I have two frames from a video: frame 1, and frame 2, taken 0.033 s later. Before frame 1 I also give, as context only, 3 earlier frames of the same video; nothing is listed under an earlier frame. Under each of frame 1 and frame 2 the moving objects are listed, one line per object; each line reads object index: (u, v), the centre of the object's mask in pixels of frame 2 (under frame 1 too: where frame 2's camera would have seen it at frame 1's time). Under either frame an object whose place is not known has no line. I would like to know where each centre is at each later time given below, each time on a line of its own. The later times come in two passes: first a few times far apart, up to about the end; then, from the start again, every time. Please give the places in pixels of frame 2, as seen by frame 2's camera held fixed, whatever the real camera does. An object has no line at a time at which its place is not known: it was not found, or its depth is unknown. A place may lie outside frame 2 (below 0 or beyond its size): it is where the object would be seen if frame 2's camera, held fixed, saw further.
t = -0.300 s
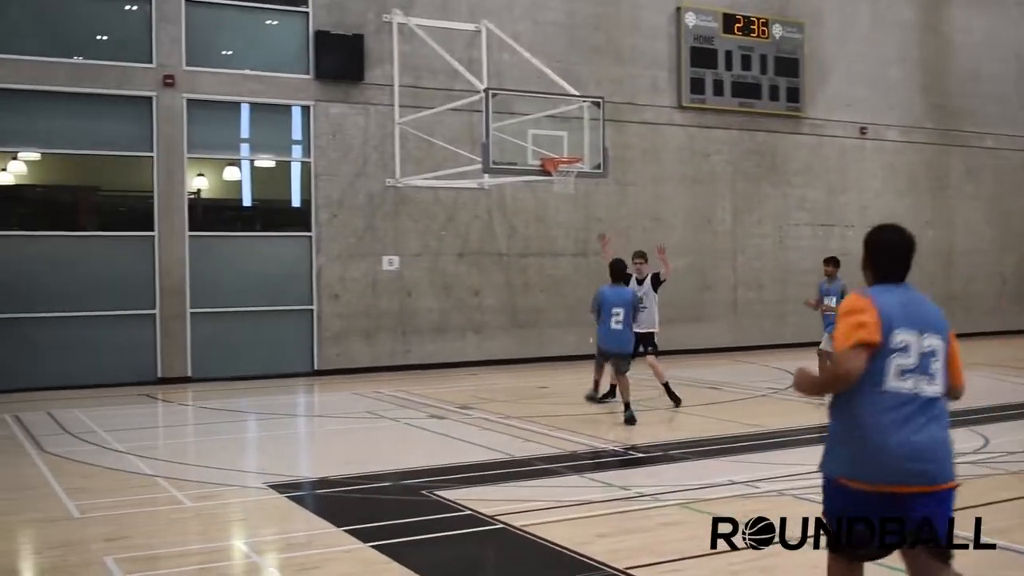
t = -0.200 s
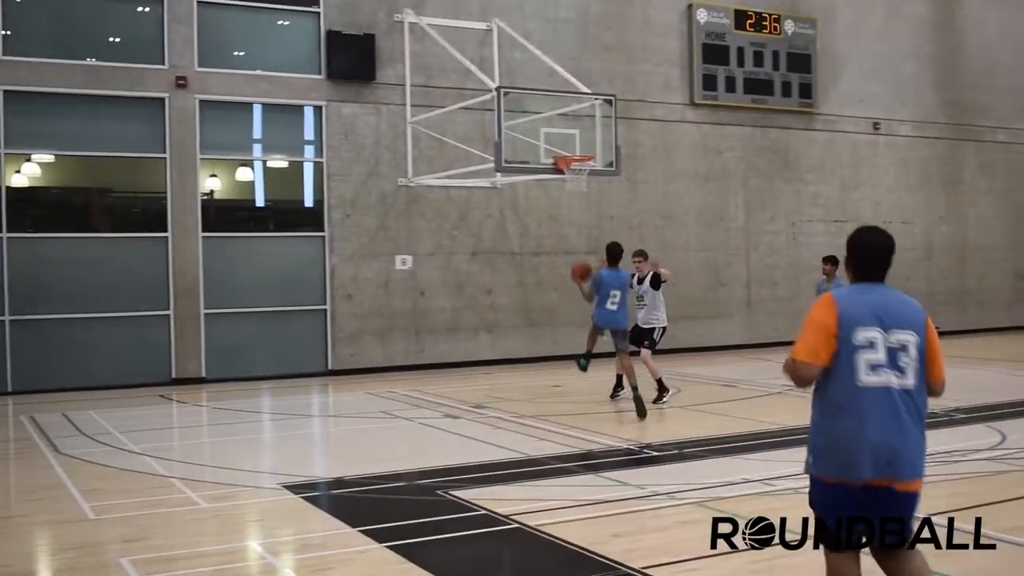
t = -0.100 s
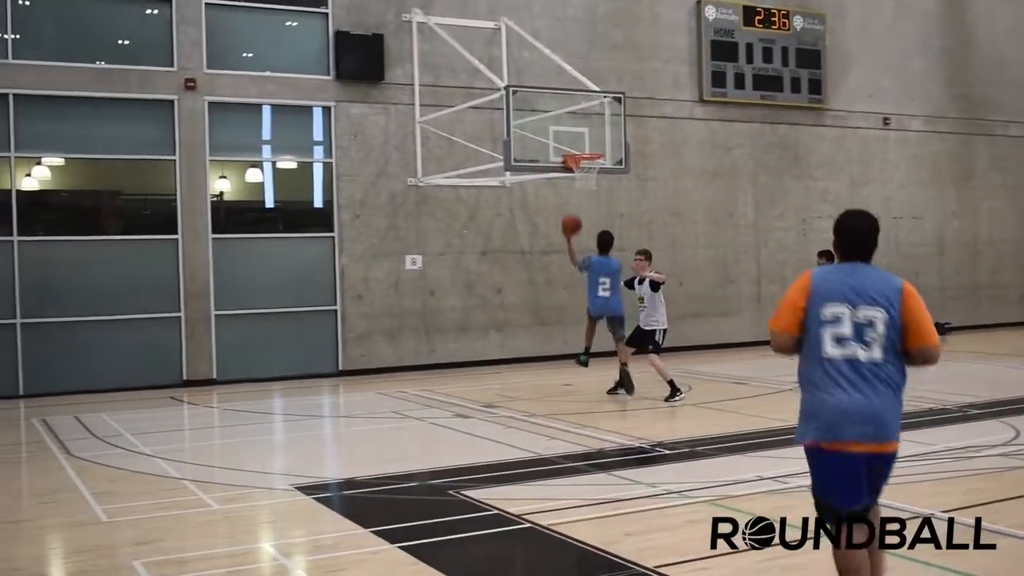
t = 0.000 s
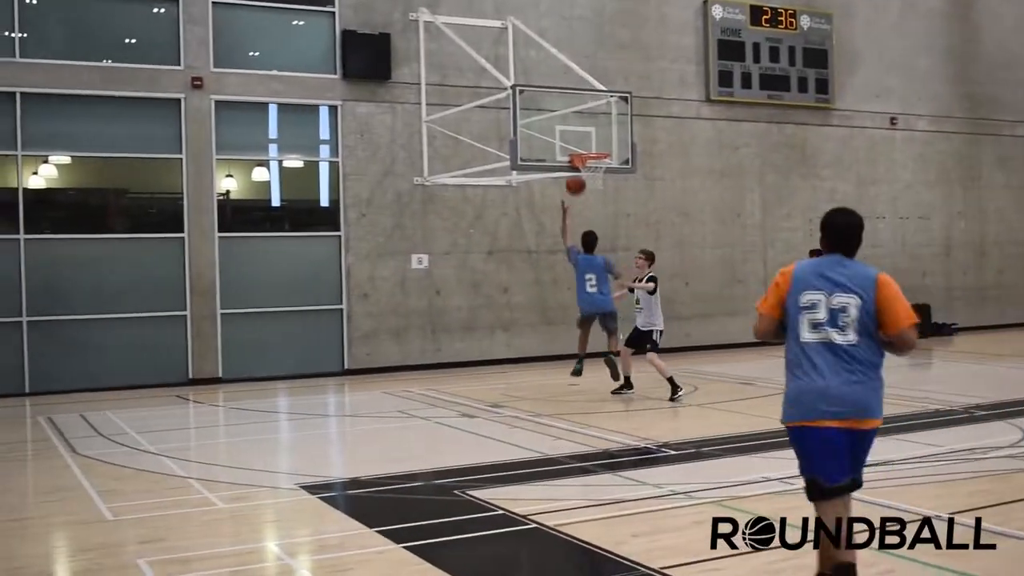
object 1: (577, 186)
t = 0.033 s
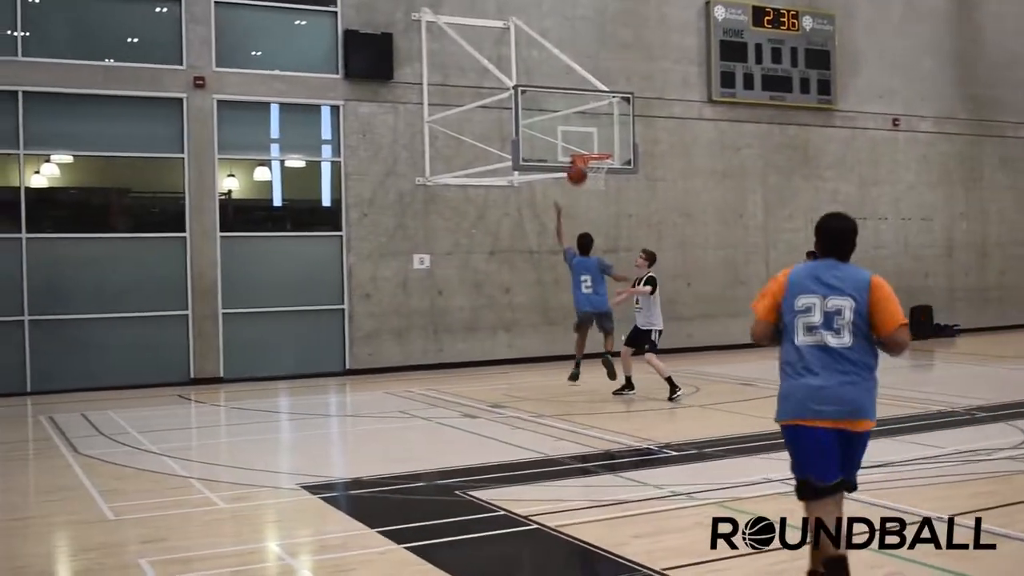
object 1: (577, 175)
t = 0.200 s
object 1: (575, 137)
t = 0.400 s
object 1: (573, 125)
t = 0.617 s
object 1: (572, 145)
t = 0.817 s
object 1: (579, 139)
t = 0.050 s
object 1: (577, 170)
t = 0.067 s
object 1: (577, 164)
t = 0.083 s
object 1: (576, 161)
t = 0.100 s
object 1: (575, 157)
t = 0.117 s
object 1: (576, 155)
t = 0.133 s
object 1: (576, 149)
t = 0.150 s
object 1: (575, 146)
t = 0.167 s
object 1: (575, 142)
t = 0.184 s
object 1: (575, 139)
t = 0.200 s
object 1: (575, 137)
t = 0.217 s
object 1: (574, 135)
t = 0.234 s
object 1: (575, 133)
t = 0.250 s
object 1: (574, 131)
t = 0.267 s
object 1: (574, 130)
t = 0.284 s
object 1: (574, 128)
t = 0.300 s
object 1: (574, 127)
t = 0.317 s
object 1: (574, 126)
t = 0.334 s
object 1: (574, 126)
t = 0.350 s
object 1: (573, 125)
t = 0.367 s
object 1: (573, 125)
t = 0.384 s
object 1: (573, 125)
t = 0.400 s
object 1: (573, 125)
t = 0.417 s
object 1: (573, 125)
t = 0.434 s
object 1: (573, 126)
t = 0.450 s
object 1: (573, 127)
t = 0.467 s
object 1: (573, 128)
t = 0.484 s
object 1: (573, 129)
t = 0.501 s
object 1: (573, 130)
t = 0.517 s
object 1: (573, 132)
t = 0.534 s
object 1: (573, 134)
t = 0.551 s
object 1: (573, 136)
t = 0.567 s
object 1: (572, 138)
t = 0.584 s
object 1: (572, 141)
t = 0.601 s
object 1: (572, 143)
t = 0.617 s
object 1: (572, 145)
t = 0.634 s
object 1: (572, 148)
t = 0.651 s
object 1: (574, 149)
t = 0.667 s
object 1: (574, 148)
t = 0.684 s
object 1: (575, 146)
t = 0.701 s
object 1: (575, 145)
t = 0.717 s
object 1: (576, 143)
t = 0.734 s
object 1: (576, 142)
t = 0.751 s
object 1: (577, 141)
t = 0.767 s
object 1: (577, 141)
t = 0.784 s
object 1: (578, 140)
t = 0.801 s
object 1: (578, 140)
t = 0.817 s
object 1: (579, 139)
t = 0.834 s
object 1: (579, 139)
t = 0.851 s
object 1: (580, 140)
